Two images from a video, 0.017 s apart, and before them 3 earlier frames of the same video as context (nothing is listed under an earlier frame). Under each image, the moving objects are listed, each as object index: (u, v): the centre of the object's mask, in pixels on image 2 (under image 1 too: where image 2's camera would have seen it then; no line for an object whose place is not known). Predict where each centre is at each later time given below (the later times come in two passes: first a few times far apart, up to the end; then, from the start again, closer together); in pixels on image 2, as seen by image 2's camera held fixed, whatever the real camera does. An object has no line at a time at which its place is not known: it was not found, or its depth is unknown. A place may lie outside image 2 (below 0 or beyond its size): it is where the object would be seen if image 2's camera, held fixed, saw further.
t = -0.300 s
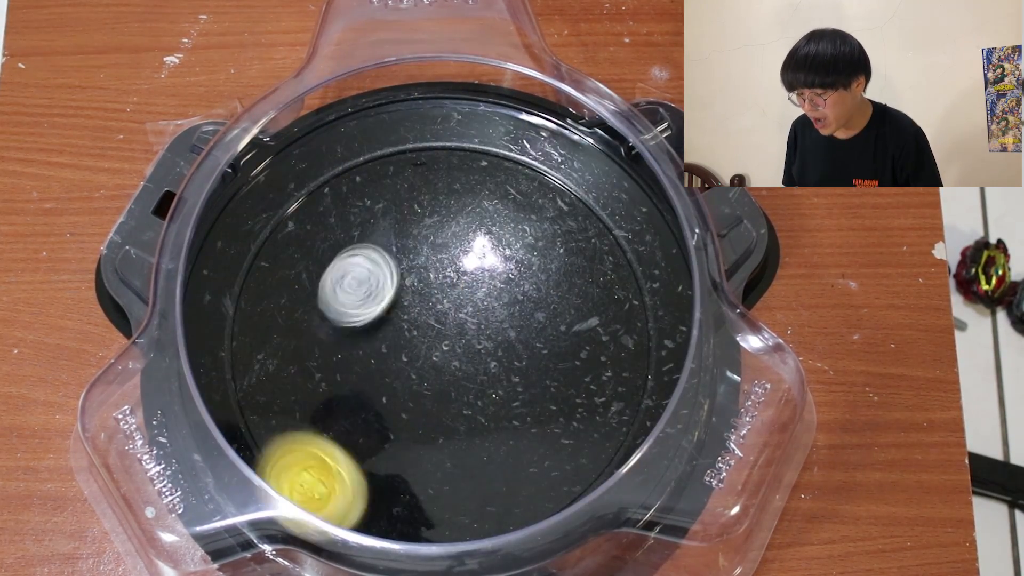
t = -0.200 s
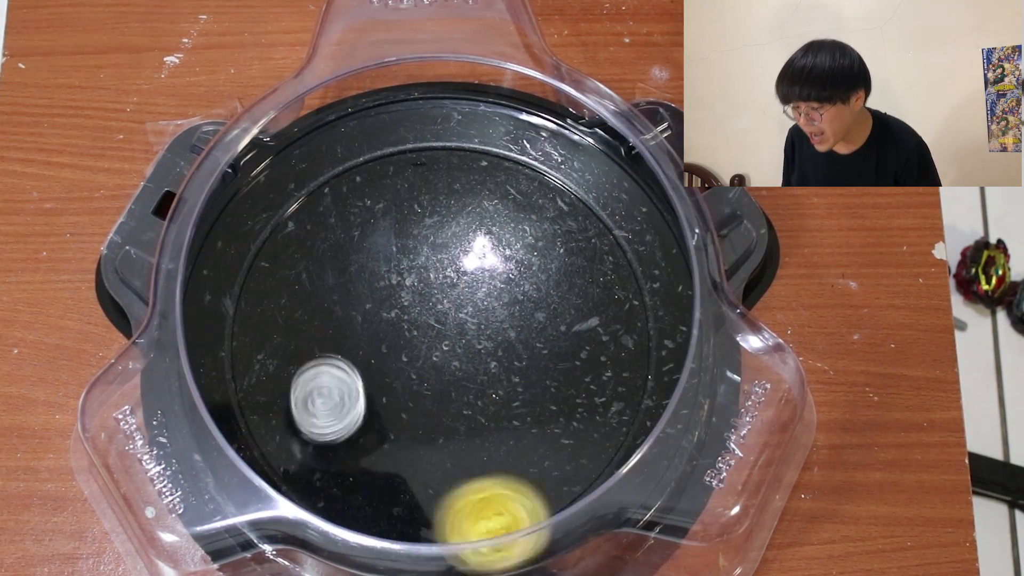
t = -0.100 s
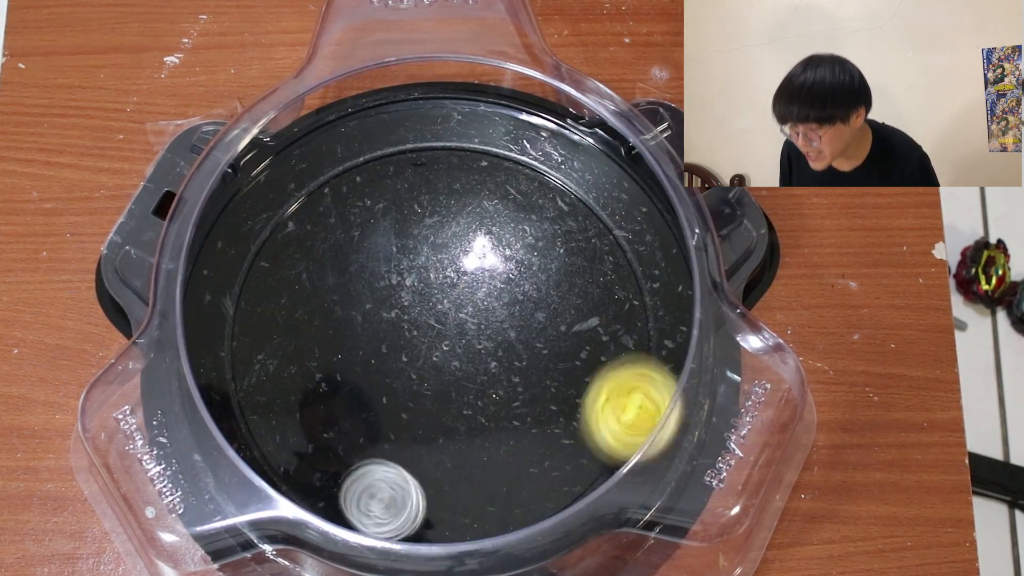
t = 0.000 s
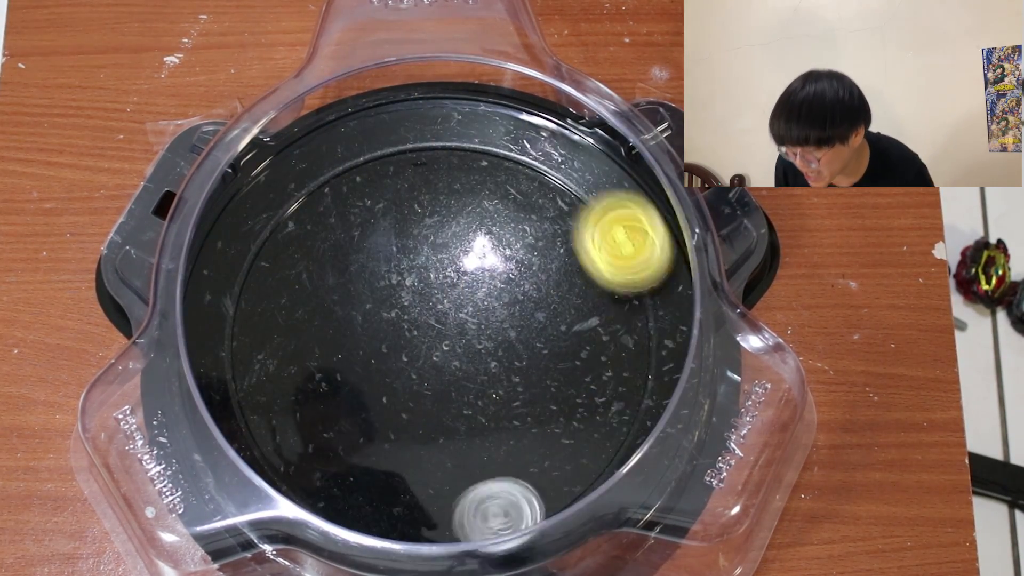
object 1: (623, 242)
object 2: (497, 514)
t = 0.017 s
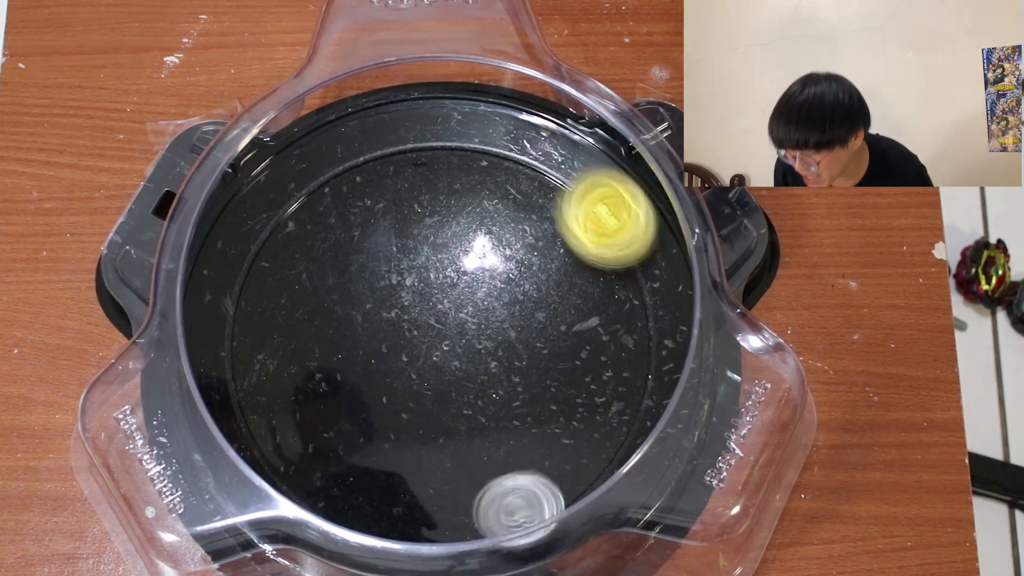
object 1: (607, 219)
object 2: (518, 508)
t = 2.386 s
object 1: (276, 316)
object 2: (428, 422)
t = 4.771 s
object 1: (302, 307)
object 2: (485, 230)
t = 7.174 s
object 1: (451, 238)
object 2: (321, 332)
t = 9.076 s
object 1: (320, 314)
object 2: (424, 404)
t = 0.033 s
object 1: (586, 198)
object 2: (537, 502)
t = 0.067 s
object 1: (537, 165)
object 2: (568, 483)
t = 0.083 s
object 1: (507, 154)
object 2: (581, 470)
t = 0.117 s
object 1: (449, 143)
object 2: (601, 442)
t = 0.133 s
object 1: (419, 145)
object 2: (608, 426)
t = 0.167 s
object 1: (364, 159)
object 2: (615, 390)
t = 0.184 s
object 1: (339, 170)
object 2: (614, 372)
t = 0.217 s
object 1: (297, 201)
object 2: (605, 336)
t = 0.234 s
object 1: (281, 219)
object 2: (597, 319)
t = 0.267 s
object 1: (256, 260)
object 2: (573, 290)
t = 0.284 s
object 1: (247, 282)
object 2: (560, 277)
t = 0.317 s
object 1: (238, 328)
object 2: (527, 256)
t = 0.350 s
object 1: (243, 376)
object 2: (486, 243)
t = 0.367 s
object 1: (251, 398)
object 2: (465, 239)
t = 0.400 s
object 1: (276, 441)
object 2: (424, 237)
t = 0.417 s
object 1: (293, 459)
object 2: (403, 240)
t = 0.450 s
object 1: (334, 490)
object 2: (365, 251)
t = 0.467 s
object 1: (353, 511)
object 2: (347, 259)
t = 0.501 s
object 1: (406, 527)
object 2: (314, 281)
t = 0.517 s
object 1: (434, 529)
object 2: (299, 294)
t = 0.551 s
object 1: (490, 526)
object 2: (275, 323)
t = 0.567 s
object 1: (517, 518)
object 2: (266, 339)
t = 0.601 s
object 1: (566, 494)
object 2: (255, 375)
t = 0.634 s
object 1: (607, 456)
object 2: (255, 411)
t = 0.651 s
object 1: (622, 434)
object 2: (261, 427)
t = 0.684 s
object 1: (642, 384)
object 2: (291, 456)
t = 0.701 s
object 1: (646, 358)
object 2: (307, 471)
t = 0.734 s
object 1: (646, 307)
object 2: (338, 493)
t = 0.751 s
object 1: (641, 282)
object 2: (354, 501)
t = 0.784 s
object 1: (618, 237)
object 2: (392, 512)
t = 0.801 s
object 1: (604, 217)
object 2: (410, 514)
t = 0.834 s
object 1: (565, 183)
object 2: (448, 511)
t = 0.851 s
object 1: (542, 170)
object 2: (466, 505)
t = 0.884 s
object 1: (492, 151)
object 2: (500, 485)
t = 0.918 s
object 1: (440, 145)
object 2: (525, 456)
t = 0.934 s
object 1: (416, 147)
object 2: (536, 439)
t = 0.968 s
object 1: (371, 158)
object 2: (549, 403)
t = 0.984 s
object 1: (351, 165)
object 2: (552, 384)
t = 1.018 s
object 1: (316, 186)
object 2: (551, 346)
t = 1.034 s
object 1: (301, 198)
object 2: (548, 328)
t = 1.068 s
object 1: (277, 227)
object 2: (534, 294)
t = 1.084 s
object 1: (268, 244)
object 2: (526, 279)
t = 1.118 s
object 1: (257, 279)
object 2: (501, 249)
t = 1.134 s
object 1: (256, 297)
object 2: (485, 236)
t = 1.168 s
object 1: (260, 331)
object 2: (454, 217)
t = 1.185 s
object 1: (266, 346)
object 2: (438, 209)
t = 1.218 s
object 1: (283, 375)
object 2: (401, 200)
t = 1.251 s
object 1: (305, 400)
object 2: (363, 199)
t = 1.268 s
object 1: (318, 412)
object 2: (345, 201)
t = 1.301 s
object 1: (345, 431)
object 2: (310, 210)
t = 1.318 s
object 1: (360, 439)
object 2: (294, 218)
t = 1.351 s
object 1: (391, 452)
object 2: (268, 241)
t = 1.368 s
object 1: (407, 456)
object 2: (261, 260)
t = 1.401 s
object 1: (439, 461)
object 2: (250, 298)
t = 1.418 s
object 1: (456, 461)
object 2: (246, 316)
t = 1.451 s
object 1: (487, 459)
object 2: (247, 352)
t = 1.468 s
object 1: (503, 456)
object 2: (251, 369)
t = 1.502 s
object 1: (534, 447)
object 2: (268, 402)
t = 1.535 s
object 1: (562, 434)
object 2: (294, 428)
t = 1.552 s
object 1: (575, 426)
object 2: (309, 438)
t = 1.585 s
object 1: (599, 407)
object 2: (344, 454)
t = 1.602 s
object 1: (609, 396)
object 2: (364, 458)
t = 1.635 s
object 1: (627, 373)
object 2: (402, 460)
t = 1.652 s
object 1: (634, 361)
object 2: (420, 456)
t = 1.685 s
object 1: (643, 334)
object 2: (456, 444)
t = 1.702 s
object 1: (641, 320)
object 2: (472, 435)
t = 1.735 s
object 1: (630, 291)
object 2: (502, 412)
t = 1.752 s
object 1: (624, 276)
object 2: (515, 398)
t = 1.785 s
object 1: (611, 249)
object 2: (536, 368)
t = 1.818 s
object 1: (594, 225)
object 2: (550, 335)
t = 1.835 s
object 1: (584, 216)
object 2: (554, 318)
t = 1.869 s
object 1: (561, 199)
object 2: (555, 285)
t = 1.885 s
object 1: (549, 188)
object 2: (552, 279)
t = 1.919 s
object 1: (529, 145)
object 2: (539, 291)
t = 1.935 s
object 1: (517, 126)
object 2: (530, 296)
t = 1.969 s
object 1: (492, 102)
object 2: (511, 299)
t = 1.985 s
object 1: (480, 88)
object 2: (501, 297)
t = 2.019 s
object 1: (453, 94)
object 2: (483, 293)
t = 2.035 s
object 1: (439, 96)
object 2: (475, 290)
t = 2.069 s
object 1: (412, 101)
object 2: (456, 285)
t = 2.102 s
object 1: (385, 108)
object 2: (435, 283)
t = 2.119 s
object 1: (371, 112)
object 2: (425, 284)
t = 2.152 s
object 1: (345, 123)
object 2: (403, 293)
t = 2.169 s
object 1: (332, 130)
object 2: (394, 299)
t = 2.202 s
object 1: (312, 149)
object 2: (378, 317)
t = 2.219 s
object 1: (303, 162)
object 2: (373, 328)
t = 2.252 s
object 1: (287, 187)
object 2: (369, 352)
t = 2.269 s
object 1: (282, 201)
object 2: (370, 364)
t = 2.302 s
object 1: (274, 232)
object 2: (379, 387)
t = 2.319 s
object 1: (272, 249)
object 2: (386, 397)
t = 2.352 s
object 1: (272, 283)
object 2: (406, 413)
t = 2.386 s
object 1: (276, 316)
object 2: (428, 422)
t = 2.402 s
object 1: (280, 331)
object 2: (440, 423)
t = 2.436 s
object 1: (293, 360)
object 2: (465, 420)
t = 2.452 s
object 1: (300, 374)
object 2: (477, 416)
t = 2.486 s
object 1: (317, 400)
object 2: (499, 403)
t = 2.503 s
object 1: (328, 412)
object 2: (508, 394)
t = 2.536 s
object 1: (350, 432)
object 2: (521, 374)
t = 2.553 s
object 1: (362, 442)
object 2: (525, 362)
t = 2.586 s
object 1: (388, 457)
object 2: (528, 337)
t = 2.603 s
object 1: (401, 462)
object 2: (526, 324)
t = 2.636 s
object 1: (429, 470)
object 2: (517, 303)
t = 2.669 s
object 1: (457, 475)
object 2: (503, 285)
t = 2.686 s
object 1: (471, 475)
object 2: (493, 276)
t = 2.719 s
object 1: (499, 473)
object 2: (469, 263)
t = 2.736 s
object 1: (513, 471)
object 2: (457, 259)
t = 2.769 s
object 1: (540, 463)
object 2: (431, 256)
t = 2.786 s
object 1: (553, 458)
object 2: (419, 256)
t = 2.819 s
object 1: (576, 443)
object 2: (393, 263)
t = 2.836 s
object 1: (587, 435)
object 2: (382, 269)
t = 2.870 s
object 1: (605, 416)
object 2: (362, 284)
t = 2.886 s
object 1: (613, 406)
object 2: (353, 294)
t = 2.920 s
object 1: (625, 382)
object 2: (341, 317)
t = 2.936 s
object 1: (630, 371)
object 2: (336, 329)
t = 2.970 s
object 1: (635, 345)
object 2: (335, 356)
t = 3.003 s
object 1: (635, 318)
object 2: (343, 382)
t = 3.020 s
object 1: (632, 306)
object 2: (350, 395)
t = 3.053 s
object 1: (622, 281)
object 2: (369, 416)
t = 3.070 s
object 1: (616, 270)
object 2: (380, 424)
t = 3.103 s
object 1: (598, 250)
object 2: (407, 435)
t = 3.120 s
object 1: (588, 242)
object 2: (421, 438)
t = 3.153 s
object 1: (564, 228)
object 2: (450, 437)
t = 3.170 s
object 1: (552, 222)
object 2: (463, 433)
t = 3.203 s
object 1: (525, 214)
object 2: (489, 421)
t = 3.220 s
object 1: (511, 212)
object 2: (501, 413)
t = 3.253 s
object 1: (482, 211)
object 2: (521, 392)
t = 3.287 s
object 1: (454, 213)
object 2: (534, 368)
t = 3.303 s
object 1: (442, 216)
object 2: (538, 355)
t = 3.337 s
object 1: (416, 226)
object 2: (540, 329)
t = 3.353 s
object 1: (404, 231)
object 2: (538, 316)
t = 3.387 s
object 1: (379, 245)
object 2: (530, 292)
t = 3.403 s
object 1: (368, 252)
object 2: (524, 282)
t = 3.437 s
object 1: (348, 269)
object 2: (506, 261)
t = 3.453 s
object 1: (339, 279)
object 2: (495, 253)
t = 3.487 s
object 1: (323, 299)
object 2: (470, 240)
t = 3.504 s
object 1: (317, 309)
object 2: (458, 236)
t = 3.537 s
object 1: (308, 331)
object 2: (432, 234)
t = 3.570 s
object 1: (303, 353)
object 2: (406, 238)
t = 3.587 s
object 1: (302, 365)
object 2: (394, 242)
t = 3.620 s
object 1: (303, 390)
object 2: (370, 254)
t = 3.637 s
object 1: (305, 401)
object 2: (360, 263)
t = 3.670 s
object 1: (312, 425)
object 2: (344, 282)
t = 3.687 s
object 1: (318, 436)
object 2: (337, 294)
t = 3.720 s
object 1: (332, 456)
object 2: (329, 320)
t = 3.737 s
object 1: (341, 465)
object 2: (328, 332)
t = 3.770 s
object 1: (363, 479)
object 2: (332, 358)
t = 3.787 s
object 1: (374, 484)
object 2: (337, 371)
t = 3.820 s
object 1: (401, 491)
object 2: (351, 394)
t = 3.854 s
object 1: (428, 492)
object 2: (371, 414)
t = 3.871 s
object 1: (441, 490)
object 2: (382, 422)
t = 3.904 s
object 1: (468, 482)
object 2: (407, 431)
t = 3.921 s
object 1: (485, 481)
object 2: (414, 424)
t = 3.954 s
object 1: (525, 483)
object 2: (411, 391)
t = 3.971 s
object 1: (546, 484)
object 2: (410, 377)
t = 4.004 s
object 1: (578, 475)
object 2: (407, 350)
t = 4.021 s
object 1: (588, 467)
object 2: (405, 338)
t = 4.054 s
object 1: (598, 441)
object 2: (397, 315)
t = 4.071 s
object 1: (601, 427)
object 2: (392, 305)
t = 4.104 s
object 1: (611, 399)
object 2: (380, 289)
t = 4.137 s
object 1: (613, 371)
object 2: (365, 276)
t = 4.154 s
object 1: (613, 357)
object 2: (356, 271)
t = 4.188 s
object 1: (609, 331)
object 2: (339, 265)
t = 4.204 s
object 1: (606, 320)
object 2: (330, 263)
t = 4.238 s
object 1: (598, 296)
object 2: (313, 266)
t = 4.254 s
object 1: (592, 285)
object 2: (307, 269)
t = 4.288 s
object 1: (580, 267)
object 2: (297, 278)
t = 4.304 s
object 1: (572, 258)
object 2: (293, 285)
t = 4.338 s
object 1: (555, 243)
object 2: (292, 300)
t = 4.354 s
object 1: (545, 236)
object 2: (294, 309)
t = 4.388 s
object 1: (523, 222)
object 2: (305, 325)
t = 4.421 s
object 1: (501, 214)
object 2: (321, 339)
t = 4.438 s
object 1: (489, 210)
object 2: (333, 344)
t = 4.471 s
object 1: (465, 205)
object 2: (356, 350)
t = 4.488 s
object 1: (454, 204)
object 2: (368, 349)
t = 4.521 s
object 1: (429, 204)
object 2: (392, 346)
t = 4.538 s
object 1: (417, 206)
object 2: (405, 343)
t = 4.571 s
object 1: (394, 212)
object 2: (426, 333)
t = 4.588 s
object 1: (383, 215)
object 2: (436, 327)
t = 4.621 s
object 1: (362, 226)
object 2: (453, 312)
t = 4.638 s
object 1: (352, 232)
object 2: (459, 305)
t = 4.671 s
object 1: (334, 247)
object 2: (472, 287)
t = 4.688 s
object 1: (327, 256)
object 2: (477, 277)
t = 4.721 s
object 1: (314, 275)
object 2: (483, 258)
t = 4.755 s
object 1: (304, 296)
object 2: (485, 240)
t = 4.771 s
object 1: (302, 307)
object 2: (485, 230)
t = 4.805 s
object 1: (299, 330)
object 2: (480, 214)
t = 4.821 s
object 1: (300, 342)
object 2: (475, 206)
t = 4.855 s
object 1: (306, 364)
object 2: (463, 194)
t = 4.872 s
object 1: (311, 374)
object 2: (456, 190)
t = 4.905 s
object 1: (323, 393)
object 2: (438, 189)
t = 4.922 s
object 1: (332, 402)
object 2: (430, 191)
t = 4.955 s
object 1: (349, 418)
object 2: (415, 201)
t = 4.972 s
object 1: (359, 424)
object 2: (408, 208)
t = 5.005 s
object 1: (380, 432)
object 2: (397, 227)
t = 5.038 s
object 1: (400, 437)
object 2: (394, 248)
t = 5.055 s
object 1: (411, 438)
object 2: (395, 258)
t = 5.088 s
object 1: (431, 437)
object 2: (400, 279)
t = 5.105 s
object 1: (441, 436)
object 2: (404, 289)
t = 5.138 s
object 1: (460, 429)
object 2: (417, 309)
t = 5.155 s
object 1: (469, 425)
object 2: (425, 318)
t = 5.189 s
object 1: (486, 414)
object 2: (443, 334)
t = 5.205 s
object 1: (494, 408)
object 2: (453, 339)
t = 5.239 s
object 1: (510, 404)
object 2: (468, 336)
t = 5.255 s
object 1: (519, 401)
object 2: (474, 332)
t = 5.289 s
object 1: (531, 395)
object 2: (489, 324)
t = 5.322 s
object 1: (541, 384)
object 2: (503, 315)
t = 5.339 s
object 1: (544, 378)
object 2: (510, 308)
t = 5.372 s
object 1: (550, 365)
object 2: (518, 295)
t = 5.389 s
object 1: (553, 357)
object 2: (521, 289)
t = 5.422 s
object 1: (557, 343)
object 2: (524, 274)
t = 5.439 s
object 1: (559, 334)
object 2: (523, 267)
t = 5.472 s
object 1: (558, 319)
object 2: (516, 255)
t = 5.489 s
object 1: (557, 310)
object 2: (510, 250)
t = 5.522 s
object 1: (551, 295)
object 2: (496, 243)
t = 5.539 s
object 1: (548, 289)
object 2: (486, 240)
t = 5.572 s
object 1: (541, 280)
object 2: (465, 239)
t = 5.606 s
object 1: (530, 273)
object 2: (447, 245)
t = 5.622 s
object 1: (523, 272)
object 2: (438, 251)
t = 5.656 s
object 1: (506, 270)
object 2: (423, 266)
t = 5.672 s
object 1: (499, 271)
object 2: (416, 275)
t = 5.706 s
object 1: (501, 279)
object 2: (386, 291)
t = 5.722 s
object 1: (504, 283)
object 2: (372, 301)
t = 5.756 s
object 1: (508, 290)
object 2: (352, 321)
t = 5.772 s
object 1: (511, 294)
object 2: (345, 333)
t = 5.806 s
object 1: (517, 302)
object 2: (338, 355)
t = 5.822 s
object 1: (521, 305)
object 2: (338, 365)
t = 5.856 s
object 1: (529, 312)
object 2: (341, 383)
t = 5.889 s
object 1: (537, 320)
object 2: (349, 401)
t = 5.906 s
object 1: (541, 323)
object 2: (355, 411)
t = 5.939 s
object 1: (549, 328)
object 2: (368, 427)
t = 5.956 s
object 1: (552, 329)
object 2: (376, 434)
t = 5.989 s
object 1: (558, 332)
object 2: (394, 445)
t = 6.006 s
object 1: (561, 332)
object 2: (405, 449)
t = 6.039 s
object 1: (565, 332)
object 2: (427, 452)
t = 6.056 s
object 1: (566, 330)
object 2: (437, 451)
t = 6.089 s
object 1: (564, 328)
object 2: (458, 447)
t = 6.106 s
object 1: (562, 327)
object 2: (469, 443)
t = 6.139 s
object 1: (557, 325)
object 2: (487, 432)
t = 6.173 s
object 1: (548, 325)
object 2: (502, 418)
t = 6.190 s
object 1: (543, 326)
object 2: (509, 410)
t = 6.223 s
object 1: (544, 310)
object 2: (498, 417)
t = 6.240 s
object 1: (549, 294)
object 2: (486, 429)
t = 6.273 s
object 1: (552, 266)
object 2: (466, 449)
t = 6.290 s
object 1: (552, 254)
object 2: (457, 451)
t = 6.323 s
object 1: (548, 233)
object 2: (443, 454)
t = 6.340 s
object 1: (544, 225)
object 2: (439, 454)
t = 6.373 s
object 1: (535, 214)
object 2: (435, 451)
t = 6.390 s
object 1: (528, 211)
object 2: (434, 449)
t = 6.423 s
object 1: (515, 204)
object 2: (430, 445)
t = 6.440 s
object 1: (507, 202)
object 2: (429, 442)
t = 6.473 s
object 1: (490, 199)
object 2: (423, 435)
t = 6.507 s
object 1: (473, 198)
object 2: (415, 427)
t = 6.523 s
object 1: (465, 199)
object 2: (411, 422)
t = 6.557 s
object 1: (447, 202)
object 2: (400, 414)
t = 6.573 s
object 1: (439, 205)
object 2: (396, 410)
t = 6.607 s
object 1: (423, 213)
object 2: (384, 404)
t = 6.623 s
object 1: (415, 217)
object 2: (378, 401)
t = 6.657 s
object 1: (401, 228)
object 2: (368, 395)
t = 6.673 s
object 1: (394, 233)
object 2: (362, 393)
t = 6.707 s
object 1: (381, 245)
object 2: (353, 389)
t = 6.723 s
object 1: (376, 252)
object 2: (349, 387)
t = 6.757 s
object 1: (366, 266)
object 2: (342, 385)
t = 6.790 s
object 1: (358, 282)
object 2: (338, 382)
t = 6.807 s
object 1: (355, 289)
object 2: (336, 381)
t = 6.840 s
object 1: (354, 301)
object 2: (333, 381)
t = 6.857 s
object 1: (361, 298)
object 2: (325, 388)
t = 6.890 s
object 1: (376, 294)
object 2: (318, 397)
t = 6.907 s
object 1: (383, 291)
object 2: (314, 397)
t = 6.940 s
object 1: (399, 286)
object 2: (309, 398)
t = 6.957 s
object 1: (406, 284)
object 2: (308, 397)
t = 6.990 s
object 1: (418, 279)
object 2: (309, 390)
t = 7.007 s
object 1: (424, 276)
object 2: (309, 385)
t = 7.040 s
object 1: (432, 269)
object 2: (310, 374)
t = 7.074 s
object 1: (438, 262)
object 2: (311, 364)
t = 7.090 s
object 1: (440, 258)
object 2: (312, 359)
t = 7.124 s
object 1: (446, 249)
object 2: (315, 348)
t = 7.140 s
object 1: (448, 246)
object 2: (317, 342)
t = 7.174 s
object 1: (451, 238)
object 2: (321, 332)
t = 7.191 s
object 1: (451, 235)
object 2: (323, 326)
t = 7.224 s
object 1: (451, 232)
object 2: (327, 315)
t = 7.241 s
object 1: (451, 231)
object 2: (330, 309)
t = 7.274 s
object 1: (451, 233)
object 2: (335, 299)
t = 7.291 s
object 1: (450, 234)
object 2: (337, 294)
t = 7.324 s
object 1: (449, 239)
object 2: (344, 283)
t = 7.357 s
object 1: (448, 245)
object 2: (349, 274)
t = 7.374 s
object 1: (448, 249)
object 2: (353, 269)
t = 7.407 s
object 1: (450, 258)
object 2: (360, 260)
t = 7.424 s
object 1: (452, 264)
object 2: (363, 255)
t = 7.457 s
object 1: (457, 274)
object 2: (371, 248)
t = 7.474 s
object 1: (461, 280)
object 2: (374, 243)
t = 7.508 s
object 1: (468, 290)
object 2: (382, 236)
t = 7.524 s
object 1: (473, 295)
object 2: (385, 233)
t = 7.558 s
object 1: (482, 305)
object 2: (393, 227)
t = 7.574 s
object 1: (486, 308)
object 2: (397, 225)
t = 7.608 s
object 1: (496, 314)
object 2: (406, 220)
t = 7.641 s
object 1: (506, 319)
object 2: (414, 218)
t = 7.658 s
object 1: (511, 322)
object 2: (419, 216)
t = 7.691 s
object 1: (520, 325)
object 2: (428, 215)
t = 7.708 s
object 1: (525, 326)
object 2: (432, 215)
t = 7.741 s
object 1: (533, 328)
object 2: (442, 215)
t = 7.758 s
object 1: (535, 329)
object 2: (445, 216)
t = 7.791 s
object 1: (540, 328)
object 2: (455, 219)
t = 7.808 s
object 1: (542, 327)
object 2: (459, 221)
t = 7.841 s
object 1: (542, 326)
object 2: (469, 225)
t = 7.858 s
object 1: (541, 325)
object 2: (473, 227)
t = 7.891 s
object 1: (538, 324)
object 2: (482, 232)
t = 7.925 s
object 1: (532, 324)
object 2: (491, 237)
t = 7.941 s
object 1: (530, 324)
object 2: (494, 240)
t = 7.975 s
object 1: (520, 327)
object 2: (503, 245)
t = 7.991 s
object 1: (515, 329)
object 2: (507, 248)
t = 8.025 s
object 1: (504, 334)
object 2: (515, 255)
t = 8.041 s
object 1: (500, 338)
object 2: (518, 259)
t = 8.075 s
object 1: (489, 345)
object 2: (525, 267)
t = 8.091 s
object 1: (484, 349)
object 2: (528, 272)
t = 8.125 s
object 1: (474, 358)
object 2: (533, 280)
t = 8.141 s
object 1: (470, 362)
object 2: (536, 285)
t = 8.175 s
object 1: (463, 371)
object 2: (540, 294)
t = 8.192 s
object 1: (460, 376)
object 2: (542, 298)
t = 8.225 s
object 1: (454, 386)
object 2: (546, 308)
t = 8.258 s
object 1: (450, 396)
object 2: (549, 318)
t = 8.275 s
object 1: (449, 401)
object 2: (551, 323)
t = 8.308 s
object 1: (448, 409)
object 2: (552, 331)
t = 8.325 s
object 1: (447, 413)
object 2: (553, 336)
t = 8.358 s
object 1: (448, 419)
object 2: (553, 345)
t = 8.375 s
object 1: (449, 422)
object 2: (553, 349)
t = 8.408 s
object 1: (450, 423)
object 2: (554, 358)
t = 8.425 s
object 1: (450, 424)
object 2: (553, 362)
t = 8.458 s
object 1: (451, 422)
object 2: (551, 370)
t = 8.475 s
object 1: (453, 421)
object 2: (550, 375)
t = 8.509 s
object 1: (454, 416)
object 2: (548, 381)
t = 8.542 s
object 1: (454, 410)
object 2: (543, 389)
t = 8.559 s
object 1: (453, 407)
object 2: (541, 392)
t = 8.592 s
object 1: (447, 397)
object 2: (537, 397)
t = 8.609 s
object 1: (442, 394)
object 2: (536, 399)
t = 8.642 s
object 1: (429, 385)
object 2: (535, 405)
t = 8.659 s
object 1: (422, 381)
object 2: (533, 407)
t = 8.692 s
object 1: (410, 374)
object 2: (530, 410)
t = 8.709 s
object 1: (405, 371)
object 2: (528, 411)
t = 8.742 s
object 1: (394, 364)
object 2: (522, 413)
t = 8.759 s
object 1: (388, 362)
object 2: (519, 413)
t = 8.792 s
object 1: (379, 356)
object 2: (511, 414)
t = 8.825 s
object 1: (369, 349)
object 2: (503, 414)
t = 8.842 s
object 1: (365, 346)
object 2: (498, 414)
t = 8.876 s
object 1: (357, 340)
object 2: (487, 414)
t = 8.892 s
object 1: (353, 338)
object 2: (483, 413)
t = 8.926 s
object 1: (347, 332)
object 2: (472, 412)
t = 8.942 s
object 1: (343, 329)
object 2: (466, 412)
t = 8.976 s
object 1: (337, 325)
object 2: (457, 410)
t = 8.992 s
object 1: (335, 322)
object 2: (450, 409)
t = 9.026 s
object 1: (329, 318)
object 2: (440, 407)
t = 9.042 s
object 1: (325, 317)
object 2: (435, 406)
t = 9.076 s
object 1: (320, 314)
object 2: (424, 404)
